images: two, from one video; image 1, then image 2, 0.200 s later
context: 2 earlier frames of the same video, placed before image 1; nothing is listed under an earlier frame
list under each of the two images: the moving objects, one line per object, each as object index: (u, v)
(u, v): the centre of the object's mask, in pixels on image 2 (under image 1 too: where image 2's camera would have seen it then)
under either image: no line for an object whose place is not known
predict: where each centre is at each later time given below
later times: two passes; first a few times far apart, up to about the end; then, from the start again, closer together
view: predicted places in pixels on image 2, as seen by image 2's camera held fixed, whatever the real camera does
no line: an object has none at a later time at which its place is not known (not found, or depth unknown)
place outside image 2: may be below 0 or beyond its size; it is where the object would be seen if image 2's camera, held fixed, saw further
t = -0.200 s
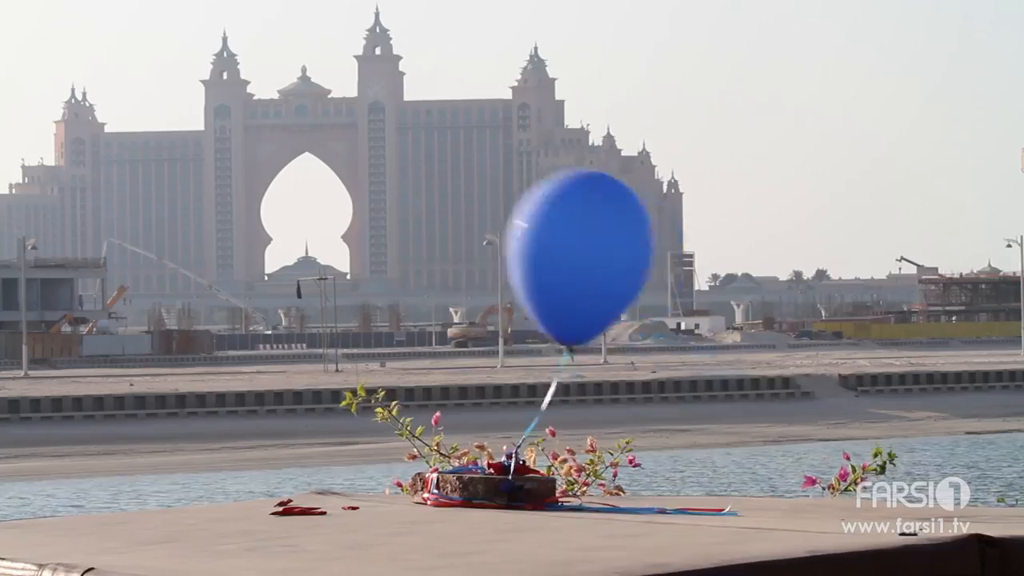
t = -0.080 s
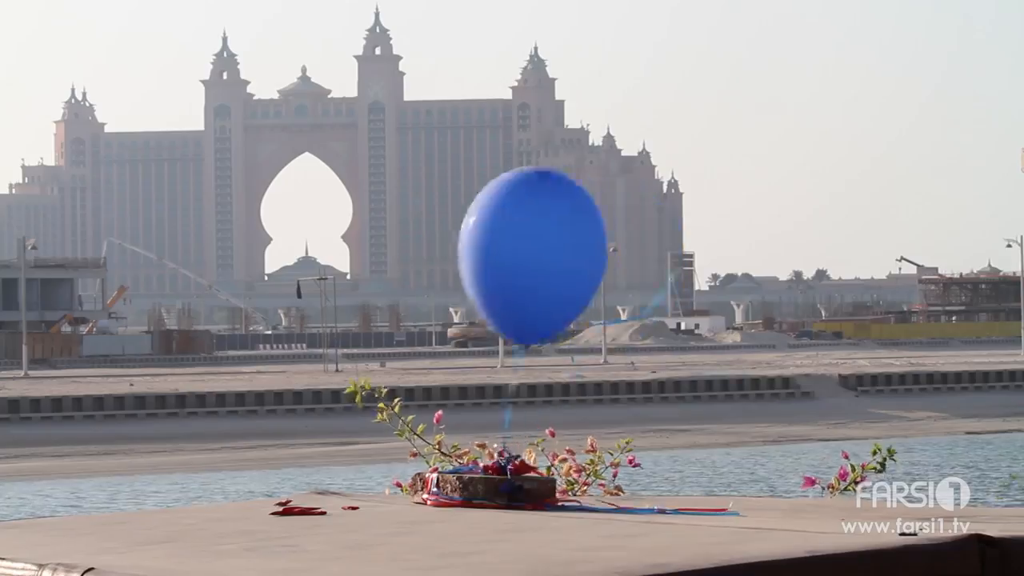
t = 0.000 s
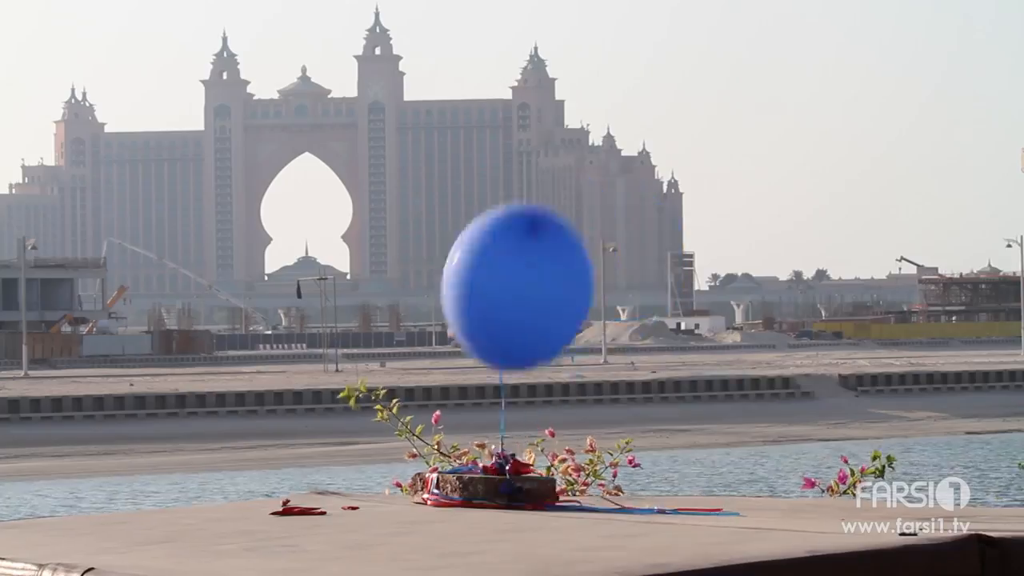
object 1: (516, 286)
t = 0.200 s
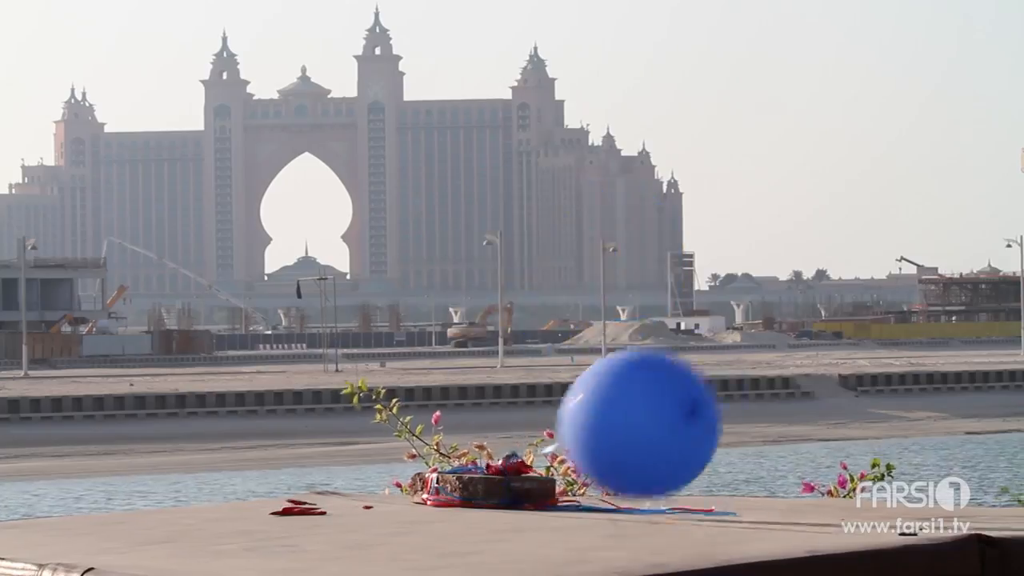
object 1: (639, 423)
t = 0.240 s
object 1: (662, 402)
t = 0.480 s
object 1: (672, 312)
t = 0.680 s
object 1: (496, 234)
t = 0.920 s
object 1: (377, 266)
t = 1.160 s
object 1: (586, 273)
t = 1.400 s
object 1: (640, 381)
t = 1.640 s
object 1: (613, 284)
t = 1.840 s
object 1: (565, 285)
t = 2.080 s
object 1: (601, 278)
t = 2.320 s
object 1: (696, 344)
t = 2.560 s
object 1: (689, 338)
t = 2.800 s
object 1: (626, 379)
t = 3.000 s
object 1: (620, 403)
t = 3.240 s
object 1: (685, 334)
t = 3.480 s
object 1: (581, 252)
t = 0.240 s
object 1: (662, 402)
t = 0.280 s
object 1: (678, 387)
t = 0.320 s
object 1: (689, 378)
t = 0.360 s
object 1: (695, 368)
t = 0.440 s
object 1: (688, 333)
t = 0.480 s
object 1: (672, 312)
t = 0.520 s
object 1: (648, 290)
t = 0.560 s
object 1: (617, 268)
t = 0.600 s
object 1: (583, 249)
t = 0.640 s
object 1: (542, 235)
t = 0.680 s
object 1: (496, 234)
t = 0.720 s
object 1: (448, 247)
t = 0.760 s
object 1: (409, 264)
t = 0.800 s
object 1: (378, 280)
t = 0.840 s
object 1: (366, 286)
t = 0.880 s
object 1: (366, 281)
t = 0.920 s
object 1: (377, 266)
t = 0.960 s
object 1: (401, 250)
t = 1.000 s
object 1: (434, 240)
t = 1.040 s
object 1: (475, 234)
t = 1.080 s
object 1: (518, 240)
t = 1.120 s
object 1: (556, 253)
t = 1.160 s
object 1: (586, 273)
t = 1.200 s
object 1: (608, 296)
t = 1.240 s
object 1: (623, 318)
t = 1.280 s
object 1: (632, 341)
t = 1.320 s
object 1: (637, 359)
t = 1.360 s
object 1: (639, 373)
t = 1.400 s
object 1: (640, 381)
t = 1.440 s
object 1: (640, 381)
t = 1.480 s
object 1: (642, 371)
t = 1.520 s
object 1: (646, 350)
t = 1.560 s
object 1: (646, 323)
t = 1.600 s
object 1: (635, 295)
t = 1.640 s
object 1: (613, 284)
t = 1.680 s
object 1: (593, 284)
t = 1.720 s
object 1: (578, 286)
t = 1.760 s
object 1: (570, 287)
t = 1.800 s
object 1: (566, 286)
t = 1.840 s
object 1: (565, 285)
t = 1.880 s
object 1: (567, 285)
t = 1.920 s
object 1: (570, 284)
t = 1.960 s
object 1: (575, 285)
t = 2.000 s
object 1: (579, 287)
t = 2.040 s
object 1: (586, 285)
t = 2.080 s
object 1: (601, 278)
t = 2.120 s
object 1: (620, 281)
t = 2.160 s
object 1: (647, 294)
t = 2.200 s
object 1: (673, 308)
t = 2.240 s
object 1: (685, 326)
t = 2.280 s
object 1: (694, 338)
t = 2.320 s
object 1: (696, 344)
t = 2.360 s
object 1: (694, 346)
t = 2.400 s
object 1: (693, 347)
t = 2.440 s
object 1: (694, 346)
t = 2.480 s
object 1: (695, 343)
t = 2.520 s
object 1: (694, 339)
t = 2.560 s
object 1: (689, 338)
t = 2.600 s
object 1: (681, 339)
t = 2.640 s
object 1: (669, 343)
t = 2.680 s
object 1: (656, 349)
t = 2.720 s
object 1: (644, 357)
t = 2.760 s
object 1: (634, 368)
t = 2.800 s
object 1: (626, 379)
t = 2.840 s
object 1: (621, 389)
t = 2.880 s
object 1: (617, 396)
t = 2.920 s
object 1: (615, 400)
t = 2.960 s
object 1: (616, 403)
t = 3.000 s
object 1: (620, 403)
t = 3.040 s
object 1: (629, 400)
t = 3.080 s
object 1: (641, 392)
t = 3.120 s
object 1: (658, 379)
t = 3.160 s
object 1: (675, 363)
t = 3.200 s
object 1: (686, 348)
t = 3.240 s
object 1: (685, 334)
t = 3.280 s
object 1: (682, 318)
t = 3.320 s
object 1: (668, 307)
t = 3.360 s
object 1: (650, 297)
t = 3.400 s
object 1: (630, 283)
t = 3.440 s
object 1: (608, 266)
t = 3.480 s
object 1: (581, 252)
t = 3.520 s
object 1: (553, 239)
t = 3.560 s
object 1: (529, 234)
